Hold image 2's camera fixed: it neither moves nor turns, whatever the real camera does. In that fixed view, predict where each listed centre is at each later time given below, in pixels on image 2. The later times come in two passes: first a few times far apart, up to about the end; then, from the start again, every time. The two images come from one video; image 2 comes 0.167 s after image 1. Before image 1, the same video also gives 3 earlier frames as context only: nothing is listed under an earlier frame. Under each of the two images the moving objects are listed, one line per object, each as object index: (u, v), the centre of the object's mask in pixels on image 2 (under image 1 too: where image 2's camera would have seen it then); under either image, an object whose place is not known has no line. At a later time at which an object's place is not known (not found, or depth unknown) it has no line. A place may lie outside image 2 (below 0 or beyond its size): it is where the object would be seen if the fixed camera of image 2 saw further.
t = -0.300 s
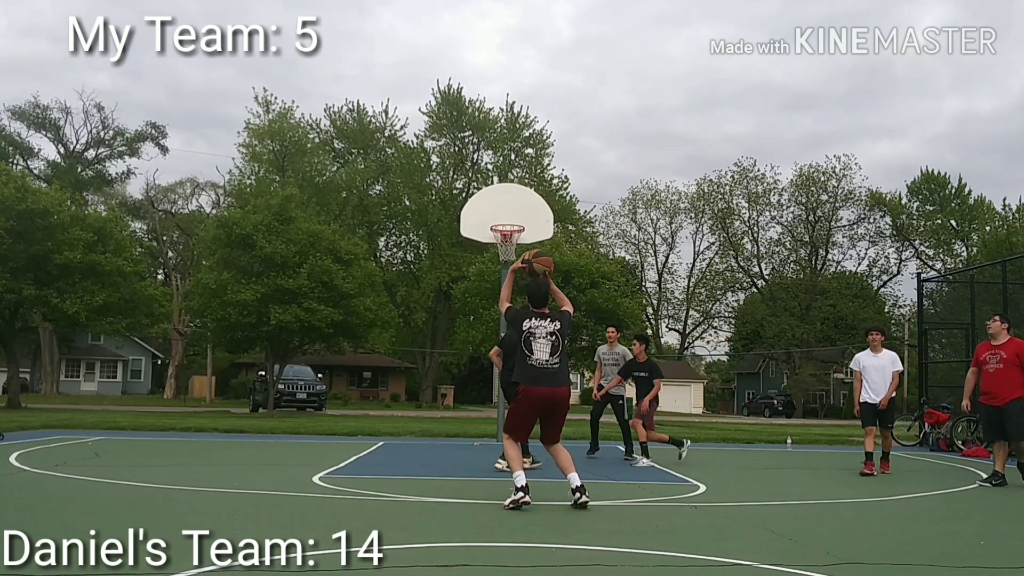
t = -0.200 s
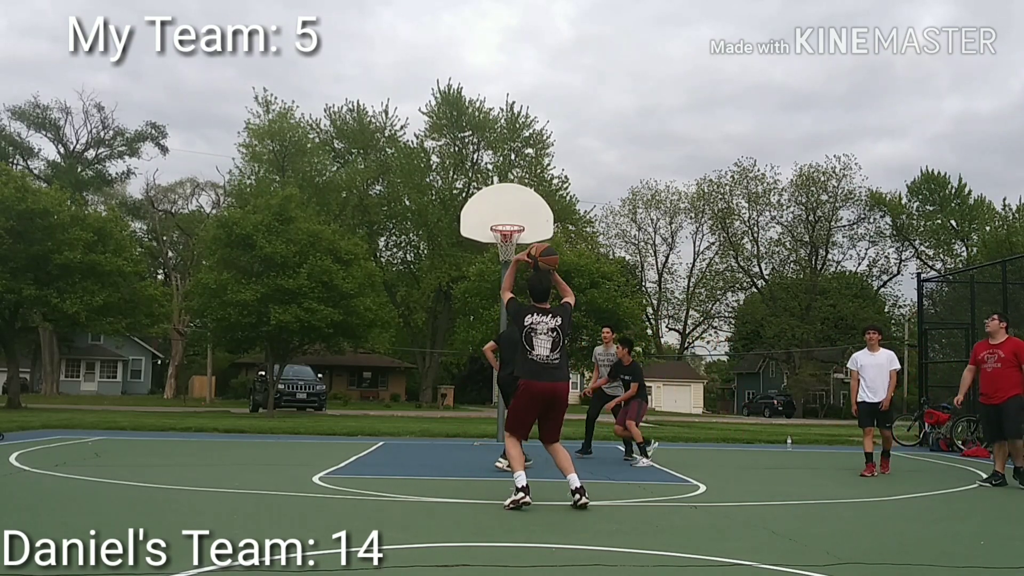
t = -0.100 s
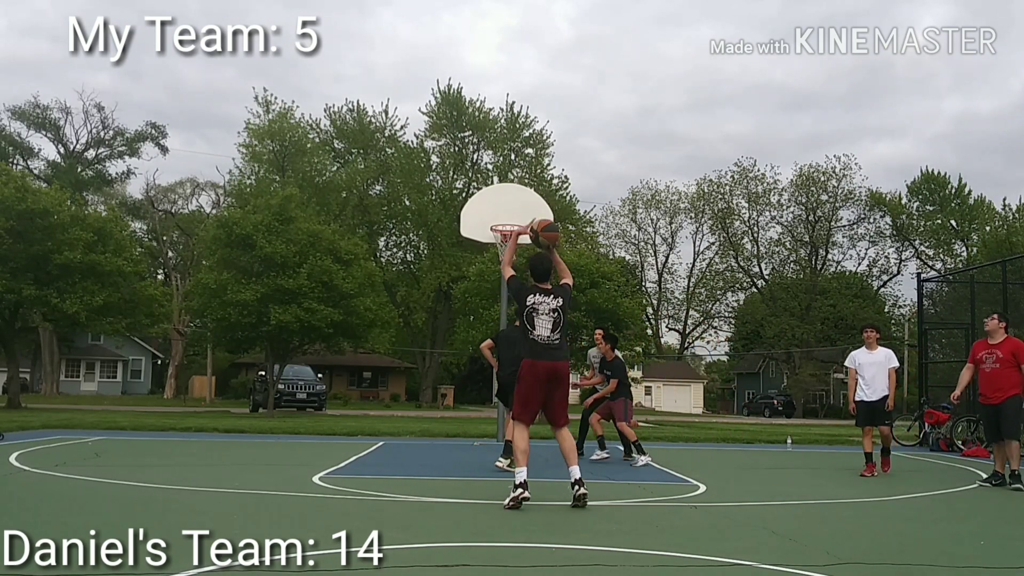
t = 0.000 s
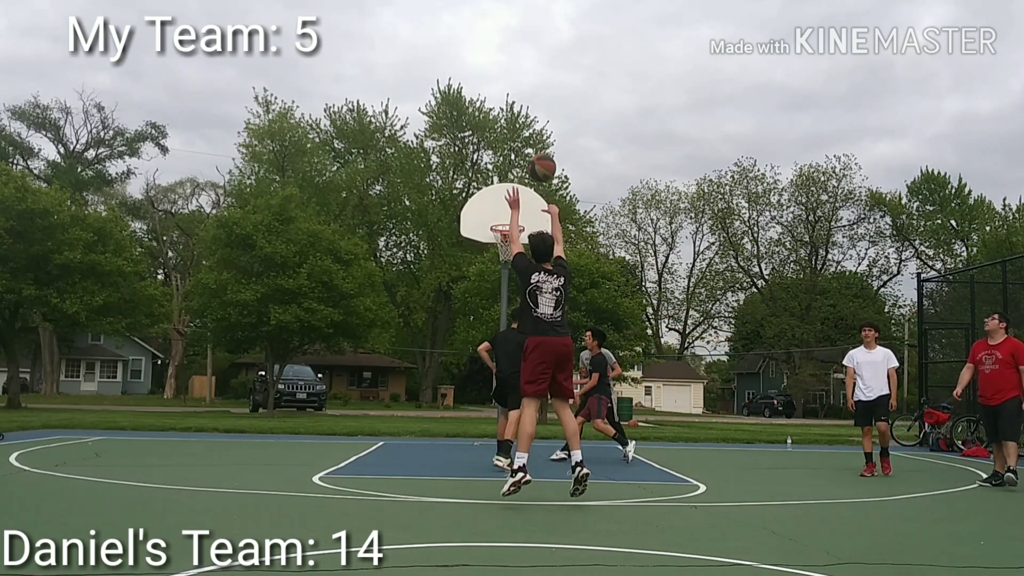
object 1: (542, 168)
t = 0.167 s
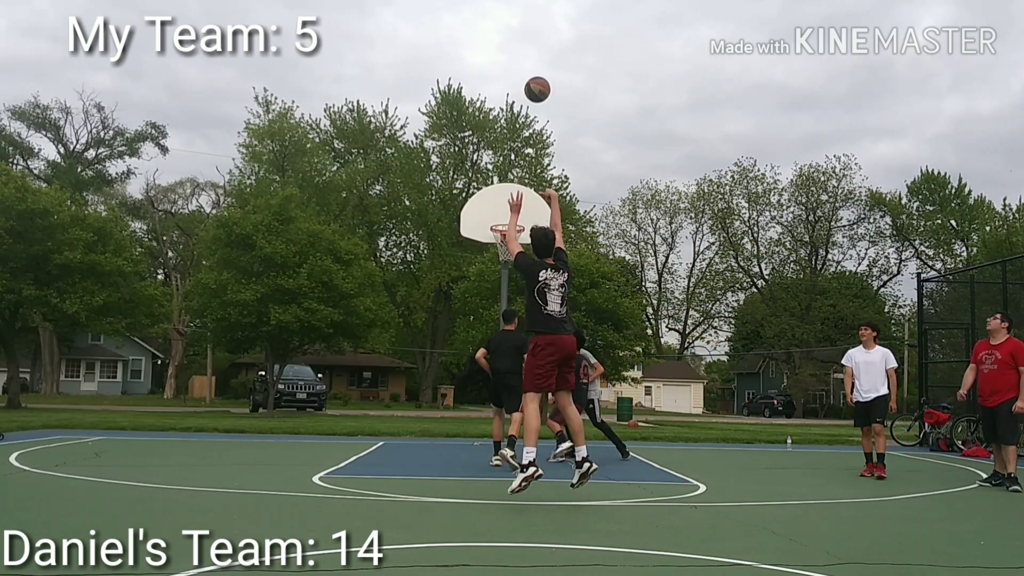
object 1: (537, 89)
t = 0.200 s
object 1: (536, 79)
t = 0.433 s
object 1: (530, 41)
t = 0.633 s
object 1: (524, 51)
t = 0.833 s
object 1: (518, 89)
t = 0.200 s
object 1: (536, 79)
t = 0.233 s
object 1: (535, 69)
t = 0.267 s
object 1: (535, 62)
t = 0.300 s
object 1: (534, 55)
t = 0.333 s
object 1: (533, 50)
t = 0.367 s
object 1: (532, 46)
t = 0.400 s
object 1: (531, 43)
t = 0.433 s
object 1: (530, 41)
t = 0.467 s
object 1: (529, 41)
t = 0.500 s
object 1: (528, 41)
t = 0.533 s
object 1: (527, 42)
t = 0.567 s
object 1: (526, 44)
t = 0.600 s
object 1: (525, 47)
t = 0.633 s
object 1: (524, 51)
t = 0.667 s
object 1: (523, 55)
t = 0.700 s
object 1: (522, 60)
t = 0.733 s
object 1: (521, 67)
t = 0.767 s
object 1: (520, 73)
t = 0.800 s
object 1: (519, 81)
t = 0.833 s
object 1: (518, 89)
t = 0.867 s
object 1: (518, 98)
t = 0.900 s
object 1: (517, 107)
